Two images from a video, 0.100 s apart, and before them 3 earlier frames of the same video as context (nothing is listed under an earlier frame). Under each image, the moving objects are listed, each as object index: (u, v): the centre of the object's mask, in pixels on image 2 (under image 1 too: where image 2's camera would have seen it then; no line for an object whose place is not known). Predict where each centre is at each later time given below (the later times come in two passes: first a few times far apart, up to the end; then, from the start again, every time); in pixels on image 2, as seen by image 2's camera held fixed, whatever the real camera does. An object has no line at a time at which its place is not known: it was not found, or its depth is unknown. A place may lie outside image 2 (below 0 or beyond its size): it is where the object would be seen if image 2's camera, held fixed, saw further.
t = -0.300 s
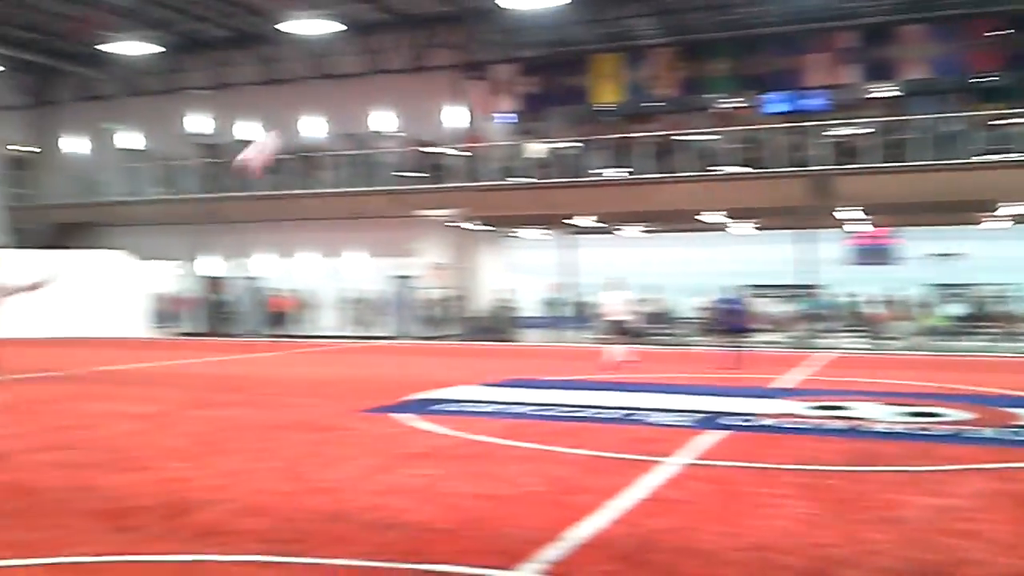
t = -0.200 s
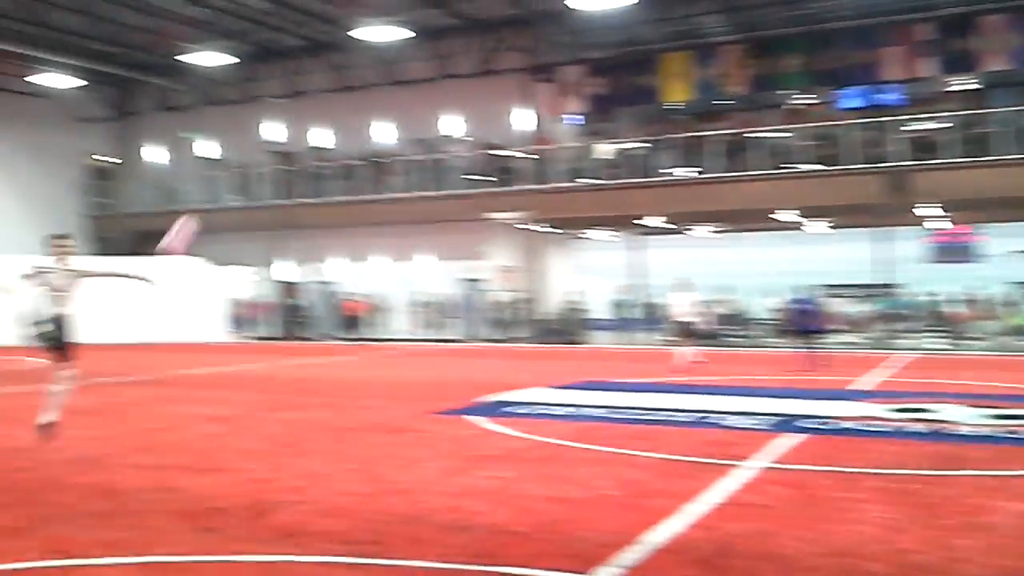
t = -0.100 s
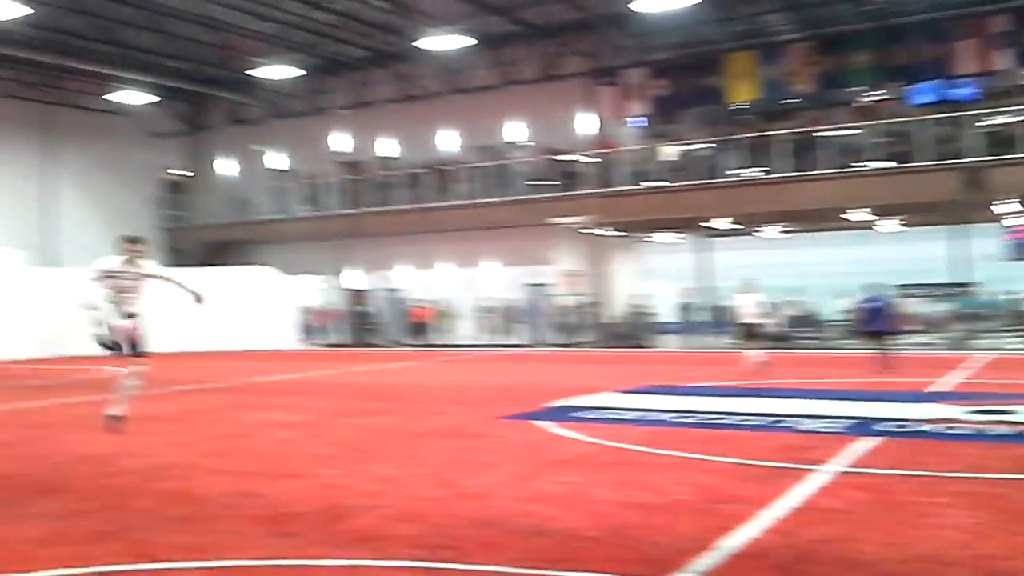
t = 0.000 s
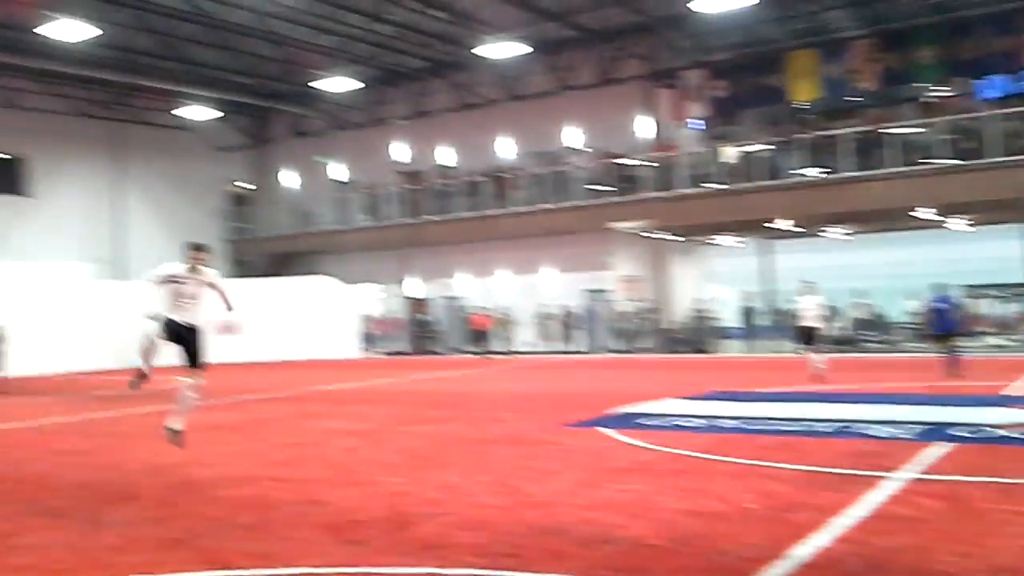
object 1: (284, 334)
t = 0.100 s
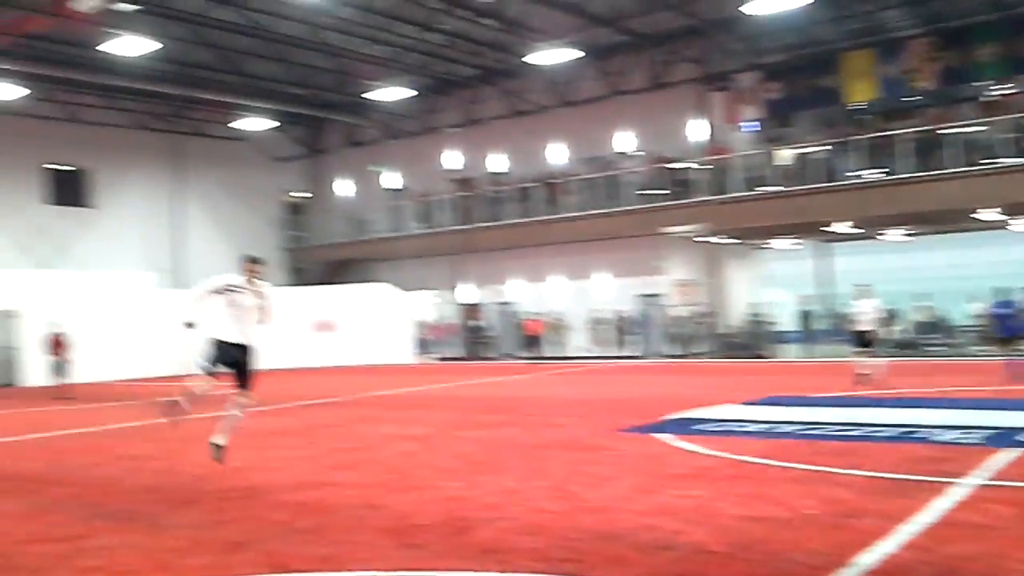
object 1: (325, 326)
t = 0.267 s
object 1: (391, 334)
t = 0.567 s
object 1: (520, 432)
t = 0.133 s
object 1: (337, 326)
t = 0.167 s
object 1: (351, 326)
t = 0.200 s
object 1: (364, 328)
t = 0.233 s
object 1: (377, 331)
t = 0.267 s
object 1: (391, 334)
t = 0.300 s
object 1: (408, 339)
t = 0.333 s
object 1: (421, 343)
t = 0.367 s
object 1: (433, 350)
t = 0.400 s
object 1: (449, 360)
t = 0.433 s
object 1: (462, 374)
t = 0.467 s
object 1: (478, 384)
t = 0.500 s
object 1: (491, 399)
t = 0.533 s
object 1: (505, 415)
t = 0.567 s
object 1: (520, 432)
